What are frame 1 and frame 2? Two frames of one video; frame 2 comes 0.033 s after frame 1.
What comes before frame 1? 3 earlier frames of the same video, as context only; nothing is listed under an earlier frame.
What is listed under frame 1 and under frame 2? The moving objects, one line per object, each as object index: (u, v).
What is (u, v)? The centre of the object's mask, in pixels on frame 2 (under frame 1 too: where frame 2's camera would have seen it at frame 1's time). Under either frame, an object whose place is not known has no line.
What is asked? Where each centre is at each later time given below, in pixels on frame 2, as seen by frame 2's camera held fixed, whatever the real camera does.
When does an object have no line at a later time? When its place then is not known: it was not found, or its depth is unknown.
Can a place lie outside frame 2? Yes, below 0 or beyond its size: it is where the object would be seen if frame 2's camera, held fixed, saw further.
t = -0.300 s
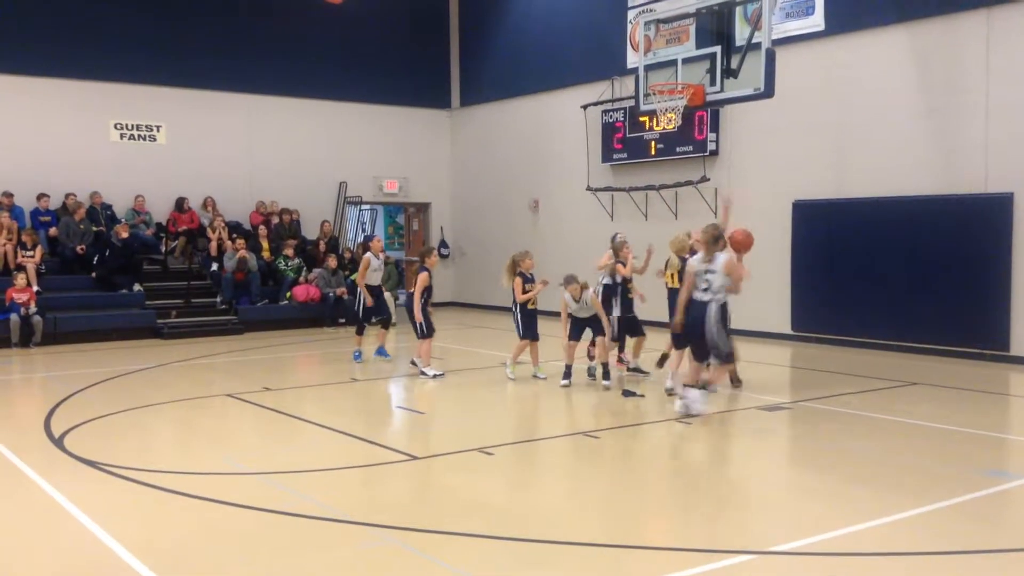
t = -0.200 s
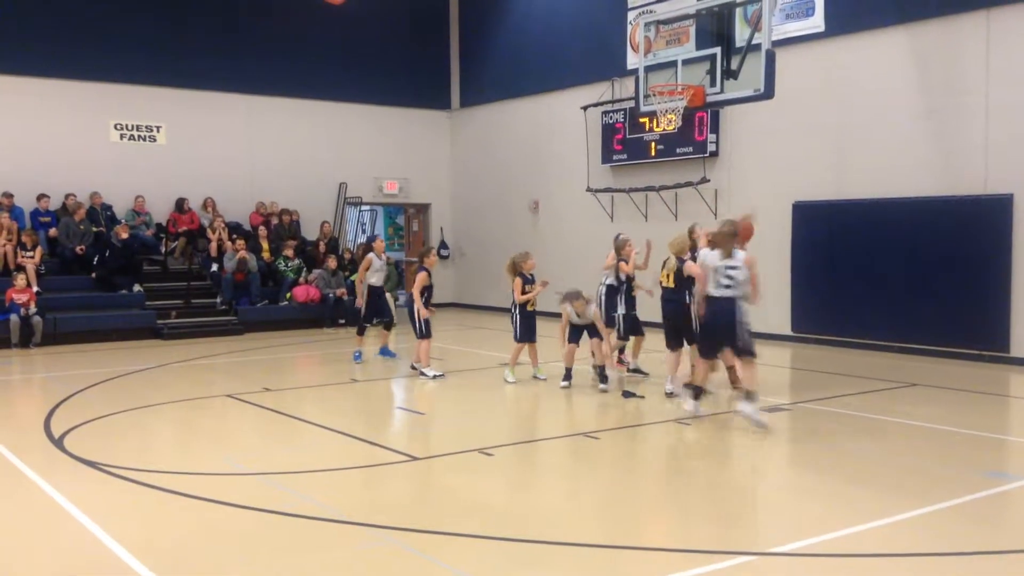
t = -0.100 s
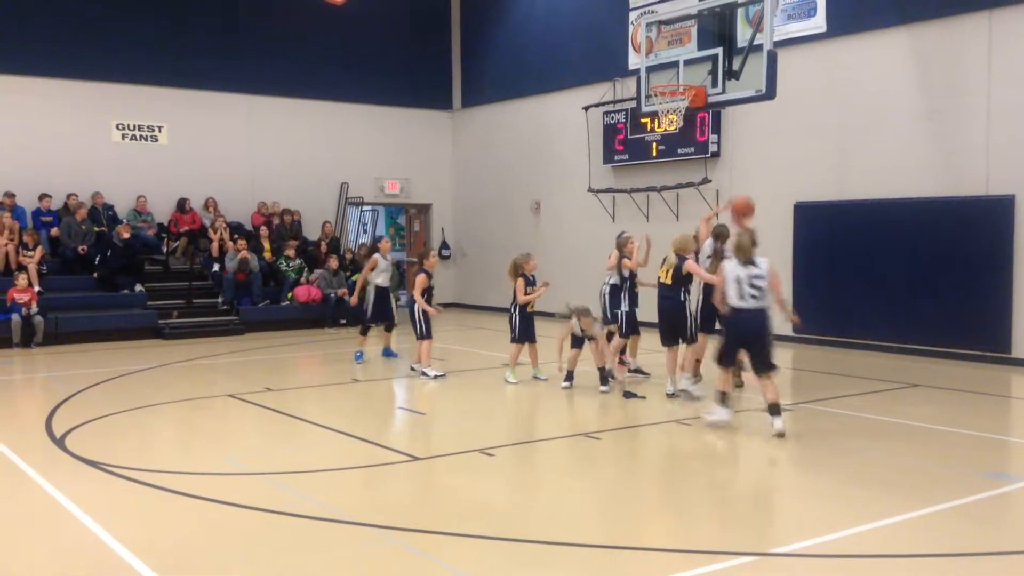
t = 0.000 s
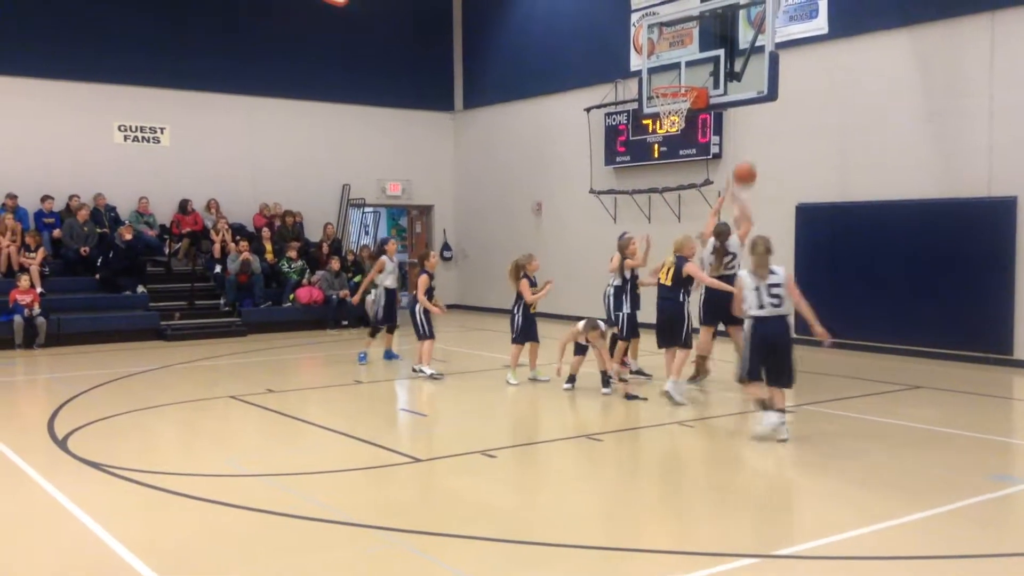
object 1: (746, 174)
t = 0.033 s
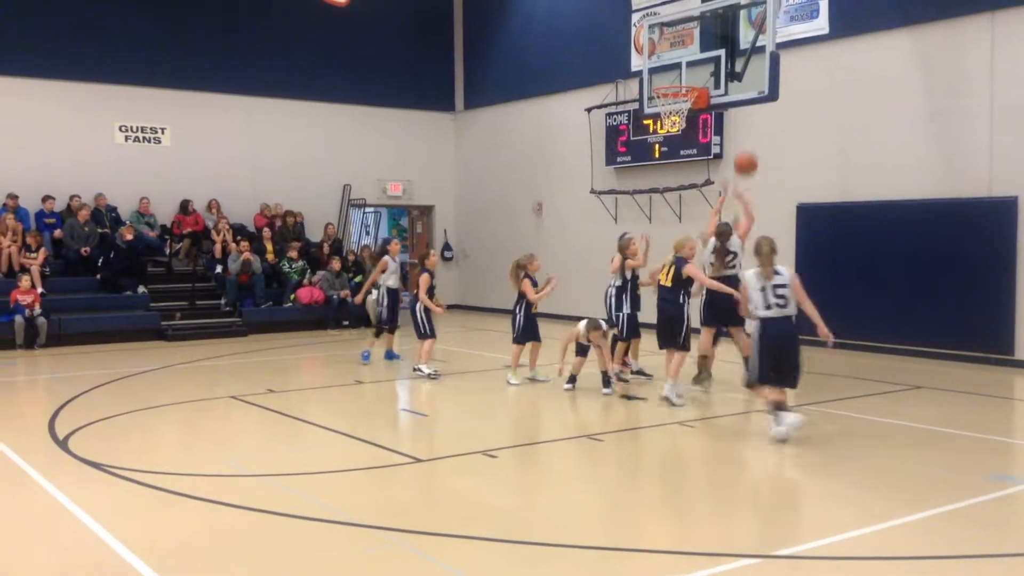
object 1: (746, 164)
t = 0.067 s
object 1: (746, 154)
